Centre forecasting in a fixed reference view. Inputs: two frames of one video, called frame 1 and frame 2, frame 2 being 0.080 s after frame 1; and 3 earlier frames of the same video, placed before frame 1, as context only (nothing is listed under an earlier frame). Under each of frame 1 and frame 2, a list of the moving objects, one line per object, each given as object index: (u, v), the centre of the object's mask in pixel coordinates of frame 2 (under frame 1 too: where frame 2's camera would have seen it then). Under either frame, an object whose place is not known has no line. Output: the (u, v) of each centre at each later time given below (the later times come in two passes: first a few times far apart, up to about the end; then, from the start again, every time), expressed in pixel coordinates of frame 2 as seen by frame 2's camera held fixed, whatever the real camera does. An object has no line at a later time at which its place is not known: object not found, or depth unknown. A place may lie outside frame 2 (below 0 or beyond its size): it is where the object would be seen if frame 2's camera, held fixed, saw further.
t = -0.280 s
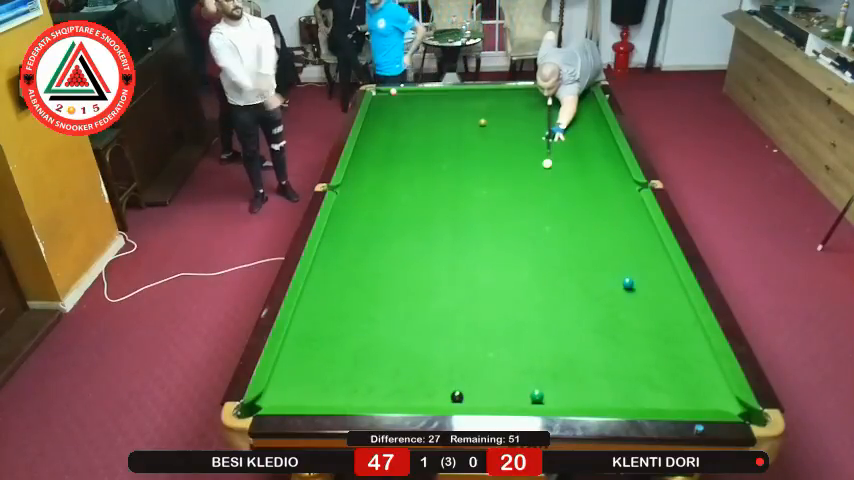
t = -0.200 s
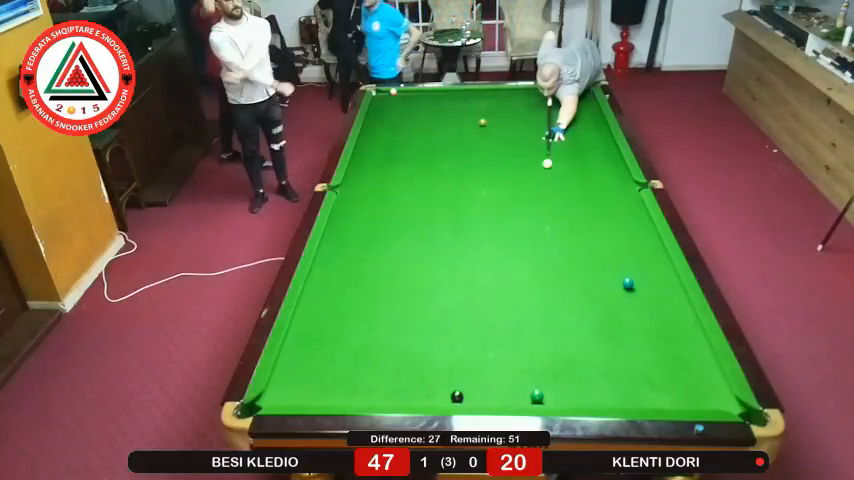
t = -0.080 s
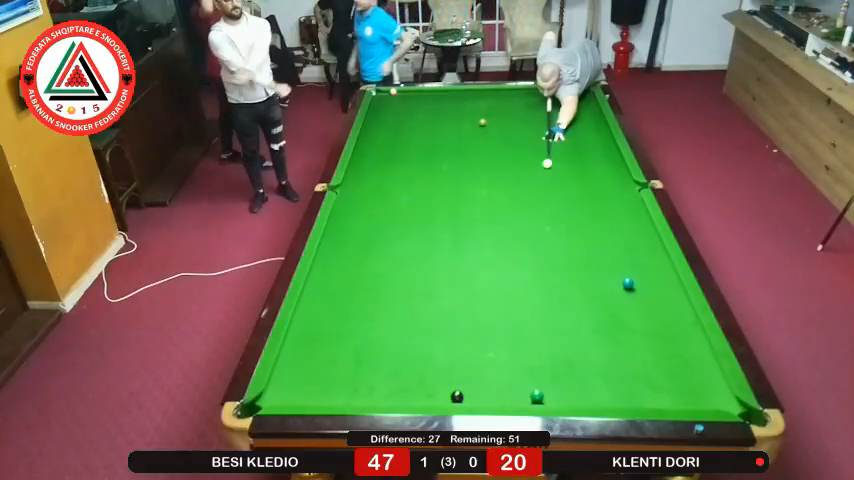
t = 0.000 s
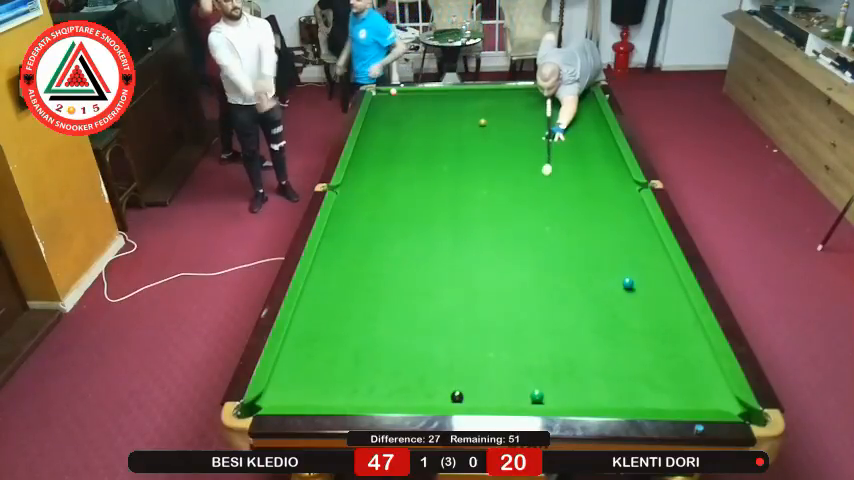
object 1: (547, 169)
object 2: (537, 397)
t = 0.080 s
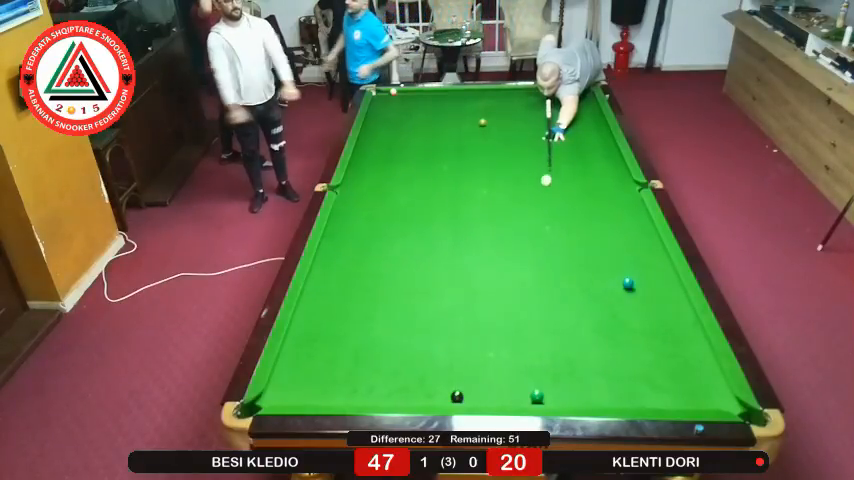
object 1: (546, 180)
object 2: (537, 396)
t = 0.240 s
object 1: (545, 198)
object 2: (537, 396)
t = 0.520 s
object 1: (544, 234)
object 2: (537, 396)
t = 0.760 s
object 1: (544, 269)
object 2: (537, 396)
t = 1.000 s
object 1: (543, 309)
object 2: (537, 396)
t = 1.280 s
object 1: (542, 365)
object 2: (537, 396)
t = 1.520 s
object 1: (558, 397)
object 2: (523, 390)
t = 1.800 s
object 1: (582, 387)
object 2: (503, 359)
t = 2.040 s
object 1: (601, 374)
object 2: (489, 337)
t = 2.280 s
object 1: (618, 362)
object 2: (477, 317)
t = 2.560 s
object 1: (636, 349)
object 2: (463, 297)
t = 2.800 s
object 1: (649, 340)
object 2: (453, 283)
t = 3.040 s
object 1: (662, 331)
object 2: (443, 269)
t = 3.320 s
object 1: (675, 323)
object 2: (434, 256)
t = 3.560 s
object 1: (685, 316)
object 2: (426, 246)
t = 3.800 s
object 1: (686, 312)
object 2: (419, 236)
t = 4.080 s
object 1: (677, 307)
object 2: (412, 227)
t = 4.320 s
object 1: (670, 305)
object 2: (406, 219)
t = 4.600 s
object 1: (664, 303)
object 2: (400, 212)
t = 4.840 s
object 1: (661, 301)
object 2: (395, 206)
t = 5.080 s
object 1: (658, 301)
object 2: (391, 201)
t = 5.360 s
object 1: (657, 301)
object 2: (386, 196)
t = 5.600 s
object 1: (657, 301)
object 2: (383, 192)
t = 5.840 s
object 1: (658, 301)
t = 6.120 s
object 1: (658, 301)
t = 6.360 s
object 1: (658, 301)
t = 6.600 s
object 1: (658, 301)
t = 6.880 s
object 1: (657, 301)
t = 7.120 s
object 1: (658, 301)
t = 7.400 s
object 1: (657, 301)
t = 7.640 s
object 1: (657, 301)
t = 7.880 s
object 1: (657, 300)
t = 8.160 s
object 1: (657, 300)
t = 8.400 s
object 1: (657, 301)
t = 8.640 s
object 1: (657, 301)
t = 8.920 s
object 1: (658, 301)
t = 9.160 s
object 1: (657, 300)
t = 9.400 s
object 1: (657, 301)
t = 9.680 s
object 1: (658, 300)
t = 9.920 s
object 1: (658, 300)
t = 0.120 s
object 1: (546, 185)
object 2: (537, 397)
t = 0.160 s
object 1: (545, 189)
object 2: (537, 396)
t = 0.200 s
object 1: (545, 194)
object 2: (537, 396)
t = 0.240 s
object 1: (545, 198)
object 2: (537, 396)
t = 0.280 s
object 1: (545, 203)
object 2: (537, 396)
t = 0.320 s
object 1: (545, 208)
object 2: (537, 396)
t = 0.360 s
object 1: (545, 213)
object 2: (537, 396)
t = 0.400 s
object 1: (545, 218)
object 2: (537, 396)
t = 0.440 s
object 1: (544, 223)
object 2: (537, 396)
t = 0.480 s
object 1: (544, 228)
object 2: (537, 396)
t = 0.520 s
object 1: (544, 234)
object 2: (537, 396)
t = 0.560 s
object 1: (544, 239)
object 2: (537, 396)
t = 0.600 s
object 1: (544, 245)
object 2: (537, 396)
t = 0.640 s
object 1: (544, 251)
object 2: (537, 397)
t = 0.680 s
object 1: (544, 256)
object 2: (537, 397)
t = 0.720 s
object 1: (544, 262)
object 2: (537, 397)
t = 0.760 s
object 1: (544, 269)
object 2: (537, 396)
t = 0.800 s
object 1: (544, 275)
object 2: (537, 396)
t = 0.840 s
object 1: (543, 282)
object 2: (537, 396)
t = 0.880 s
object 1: (543, 288)
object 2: (537, 396)
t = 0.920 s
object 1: (543, 295)
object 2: (537, 396)
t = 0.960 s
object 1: (543, 302)
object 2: (537, 396)
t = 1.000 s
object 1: (543, 309)
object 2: (537, 396)
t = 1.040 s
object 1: (543, 316)
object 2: (537, 396)
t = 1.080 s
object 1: (543, 324)
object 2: (537, 396)
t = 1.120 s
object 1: (543, 332)
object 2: (537, 396)
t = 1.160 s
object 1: (543, 340)
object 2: (537, 396)
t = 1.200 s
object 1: (542, 348)
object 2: (537, 396)
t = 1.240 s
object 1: (542, 357)
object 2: (537, 396)
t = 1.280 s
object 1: (542, 365)
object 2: (537, 396)
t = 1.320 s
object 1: (542, 374)
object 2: (537, 397)
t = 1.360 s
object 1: (542, 383)
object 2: (537, 397)
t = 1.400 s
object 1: (546, 389)
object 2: (534, 398)
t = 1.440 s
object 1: (550, 392)
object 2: (529, 397)
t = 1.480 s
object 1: (554, 395)
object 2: (526, 394)
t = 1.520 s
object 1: (558, 397)
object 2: (523, 390)
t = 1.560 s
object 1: (562, 400)
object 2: (520, 385)
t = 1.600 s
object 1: (565, 398)
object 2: (517, 380)
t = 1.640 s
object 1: (569, 396)
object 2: (515, 376)
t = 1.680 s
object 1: (572, 394)
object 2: (512, 372)
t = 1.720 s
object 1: (575, 392)
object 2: (509, 367)
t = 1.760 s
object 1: (579, 389)
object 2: (506, 363)
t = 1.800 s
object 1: (582, 387)
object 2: (503, 359)
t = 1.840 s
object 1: (586, 385)
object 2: (501, 355)
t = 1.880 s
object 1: (589, 382)
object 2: (498, 351)
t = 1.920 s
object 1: (592, 380)
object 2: (496, 348)
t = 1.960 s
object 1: (595, 378)
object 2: (494, 344)
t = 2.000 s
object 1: (598, 376)
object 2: (491, 340)
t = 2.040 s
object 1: (601, 374)
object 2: (489, 337)
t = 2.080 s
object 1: (604, 372)
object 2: (487, 333)
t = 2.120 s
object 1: (607, 369)
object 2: (485, 330)
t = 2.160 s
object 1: (610, 367)
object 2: (483, 327)
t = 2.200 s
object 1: (612, 366)
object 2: (480, 323)
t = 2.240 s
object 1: (615, 364)
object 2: (479, 320)
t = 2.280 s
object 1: (618, 362)
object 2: (477, 317)
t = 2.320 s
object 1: (620, 360)
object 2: (475, 314)
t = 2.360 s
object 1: (623, 358)
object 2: (472, 311)
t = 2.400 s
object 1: (626, 356)
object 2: (470, 309)
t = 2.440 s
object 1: (628, 354)
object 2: (469, 306)
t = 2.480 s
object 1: (631, 353)
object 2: (467, 303)
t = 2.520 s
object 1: (633, 351)
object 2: (465, 300)
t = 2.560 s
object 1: (636, 349)
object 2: (463, 297)
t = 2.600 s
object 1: (638, 347)
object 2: (461, 295)
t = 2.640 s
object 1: (640, 346)
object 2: (460, 292)
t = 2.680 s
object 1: (643, 344)
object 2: (458, 290)
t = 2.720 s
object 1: (645, 343)
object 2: (456, 287)
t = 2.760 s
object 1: (647, 341)
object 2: (454, 285)
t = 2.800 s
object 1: (649, 340)
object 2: (453, 283)
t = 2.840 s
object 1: (652, 338)
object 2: (451, 280)
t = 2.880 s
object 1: (654, 337)
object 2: (449, 278)
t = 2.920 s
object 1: (656, 335)
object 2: (448, 276)
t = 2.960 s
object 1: (658, 334)
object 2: (446, 274)
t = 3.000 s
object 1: (660, 333)
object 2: (445, 271)
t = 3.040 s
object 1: (662, 331)
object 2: (443, 269)
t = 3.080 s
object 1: (664, 330)
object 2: (442, 267)
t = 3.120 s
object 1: (666, 329)
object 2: (440, 265)
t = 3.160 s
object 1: (668, 327)
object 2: (439, 264)
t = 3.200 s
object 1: (670, 326)
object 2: (438, 262)
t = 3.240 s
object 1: (672, 325)
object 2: (436, 260)
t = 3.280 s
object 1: (673, 324)
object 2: (435, 258)
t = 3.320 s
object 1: (675, 323)
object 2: (434, 256)
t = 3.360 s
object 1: (677, 321)
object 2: (432, 254)
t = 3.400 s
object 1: (678, 320)
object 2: (431, 253)
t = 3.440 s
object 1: (680, 319)
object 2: (430, 251)
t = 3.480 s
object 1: (681, 318)
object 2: (428, 249)
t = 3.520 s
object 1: (683, 317)
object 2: (427, 247)
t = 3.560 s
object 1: (685, 316)
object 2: (426, 246)
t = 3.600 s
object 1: (686, 315)
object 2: (425, 244)
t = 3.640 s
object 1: (688, 314)
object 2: (424, 242)
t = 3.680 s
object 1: (689, 313)
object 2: (423, 241)
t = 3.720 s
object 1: (689, 313)
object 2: (421, 239)
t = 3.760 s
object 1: (688, 312)
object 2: (420, 238)
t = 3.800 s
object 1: (686, 312)
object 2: (419, 236)
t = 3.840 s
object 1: (685, 311)
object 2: (418, 235)
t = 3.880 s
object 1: (683, 310)
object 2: (417, 233)
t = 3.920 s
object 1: (682, 309)
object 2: (416, 232)
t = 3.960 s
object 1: (680, 309)
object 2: (415, 231)
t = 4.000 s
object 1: (679, 309)
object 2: (414, 229)
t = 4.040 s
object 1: (678, 308)
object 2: (413, 228)
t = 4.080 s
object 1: (677, 307)
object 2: (412, 227)
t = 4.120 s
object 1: (675, 307)
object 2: (411, 226)
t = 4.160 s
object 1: (674, 306)
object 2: (410, 224)
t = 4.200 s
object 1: (673, 306)
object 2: (409, 223)
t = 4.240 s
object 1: (672, 305)
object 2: (408, 222)
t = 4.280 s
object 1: (671, 305)
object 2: (407, 220)
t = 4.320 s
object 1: (670, 305)
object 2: (406, 219)
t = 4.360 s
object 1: (669, 304)
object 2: (405, 218)
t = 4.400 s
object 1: (668, 304)
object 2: (404, 217)
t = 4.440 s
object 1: (667, 304)
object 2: (403, 216)
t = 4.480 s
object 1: (666, 303)
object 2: (402, 215)
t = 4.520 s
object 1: (665, 303)
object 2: (402, 214)
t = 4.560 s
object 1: (665, 303)
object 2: (401, 213)
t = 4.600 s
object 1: (664, 303)
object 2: (400, 212)
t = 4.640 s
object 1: (663, 302)
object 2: (399, 211)
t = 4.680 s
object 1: (663, 302)
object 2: (399, 210)
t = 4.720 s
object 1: (662, 302)
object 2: (397, 209)
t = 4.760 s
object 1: (661, 302)
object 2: (397, 208)
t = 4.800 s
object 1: (661, 301)
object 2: (396, 207)
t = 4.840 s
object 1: (661, 301)
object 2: (395, 206)
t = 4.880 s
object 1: (660, 301)
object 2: (394, 205)
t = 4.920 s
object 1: (660, 301)
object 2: (393, 204)
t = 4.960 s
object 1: (659, 301)
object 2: (393, 203)
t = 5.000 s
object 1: (659, 301)
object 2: (392, 203)
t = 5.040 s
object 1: (658, 301)
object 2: (391, 202)
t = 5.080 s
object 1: (658, 301)
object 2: (391, 201)
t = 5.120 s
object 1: (658, 301)
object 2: (390, 200)
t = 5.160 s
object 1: (658, 301)
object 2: (389, 199)
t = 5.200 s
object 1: (658, 301)
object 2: (389, 199)
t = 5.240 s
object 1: (658, 301)
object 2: (388, 198)
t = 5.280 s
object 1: (657, 301)
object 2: (388, 197)
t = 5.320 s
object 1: (657, 301)
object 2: (387, 196)
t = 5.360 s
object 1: (657, 301)
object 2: (386, 196)
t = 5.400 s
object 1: (657, 301)
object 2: (385, 195)
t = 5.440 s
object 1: (657, 301)
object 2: (385, 194)
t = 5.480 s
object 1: (657, 301)
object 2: (384, 194)
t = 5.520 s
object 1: (657, 301)
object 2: (384, 193)
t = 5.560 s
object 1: (657, 301)
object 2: (384, 193)
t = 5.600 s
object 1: (657, 301)
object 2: (383, 192)
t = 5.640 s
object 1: (657, 301)
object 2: (382, 191)
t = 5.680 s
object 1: (657, 301)
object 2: (382, 191)
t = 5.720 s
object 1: (657, 301)
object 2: (381, 190)
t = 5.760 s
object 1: (658, 301)
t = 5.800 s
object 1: (658, 301)
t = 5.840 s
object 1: (658, 301)
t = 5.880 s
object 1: (658, 301)
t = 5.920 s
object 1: (658, 301)
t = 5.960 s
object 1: (658, 301)
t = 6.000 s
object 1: (658, 301)
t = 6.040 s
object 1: (658, 301)
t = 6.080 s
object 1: (658, 301)
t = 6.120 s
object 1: (658, 301)
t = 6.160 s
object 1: (658, 301)
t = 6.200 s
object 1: (658, 301)
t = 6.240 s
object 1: (658, 301)
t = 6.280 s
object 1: (658, 301)
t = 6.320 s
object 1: (658, 301)
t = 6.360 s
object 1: (658, 301)
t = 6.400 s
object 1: (658, 301)
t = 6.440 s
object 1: (658, 301)
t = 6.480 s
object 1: (658, 301)
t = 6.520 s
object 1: (658, 301)
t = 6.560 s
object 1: (658, 301)
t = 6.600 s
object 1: (658, 301)
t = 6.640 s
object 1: (658, 301)
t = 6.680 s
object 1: (658, 301)
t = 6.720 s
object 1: (657, 301)
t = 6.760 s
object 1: (657, 301)
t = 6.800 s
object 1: (658, 301)
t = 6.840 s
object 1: (657, 301)
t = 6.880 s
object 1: (657, 301)
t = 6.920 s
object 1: (658, 301)
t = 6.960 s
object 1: (657, 301)
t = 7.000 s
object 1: (658, 301)
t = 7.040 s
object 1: (658, 301)
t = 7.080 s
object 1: (658, 301)
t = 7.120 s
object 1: (658, 301)
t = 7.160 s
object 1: (658, 301)
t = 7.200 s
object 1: (657, 301)
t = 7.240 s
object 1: (658, 301)
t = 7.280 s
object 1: (658, 301)
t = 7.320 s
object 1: (657, 301)
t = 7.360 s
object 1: (657, 301)
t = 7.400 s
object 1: (657, 301)
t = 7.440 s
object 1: (658, 301)
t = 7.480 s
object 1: (658, 301)
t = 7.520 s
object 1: (658, 301)
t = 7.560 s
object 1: (657, 301)
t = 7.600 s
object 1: (657, 301)
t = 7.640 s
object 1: (657, 301)
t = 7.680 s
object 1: (657, 300)
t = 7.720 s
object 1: (657, 300)
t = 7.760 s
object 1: (657, 300)
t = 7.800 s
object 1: (657, 300)
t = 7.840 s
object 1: (657, 300)
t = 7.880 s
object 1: (657, 300)
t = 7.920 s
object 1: (657, 300)
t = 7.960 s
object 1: (657, 300)
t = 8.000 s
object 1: (657, 300)
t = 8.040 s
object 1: (657, 300)
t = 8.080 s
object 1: (657, 300)
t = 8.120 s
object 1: (657, 300)
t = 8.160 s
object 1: (657, 300)
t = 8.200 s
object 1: (657, 300)
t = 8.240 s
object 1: (657, 301)
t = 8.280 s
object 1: (657, 300)
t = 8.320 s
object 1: (657, 301)
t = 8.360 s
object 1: (657, 300)
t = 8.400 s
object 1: (657, 301)
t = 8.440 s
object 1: (657, 301)
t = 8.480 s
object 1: (658, 301)
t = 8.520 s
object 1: (657, 300)
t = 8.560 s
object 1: (657, 301)
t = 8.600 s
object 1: (657, 301)
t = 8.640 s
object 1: (657, 301)
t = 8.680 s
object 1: (657, 301)
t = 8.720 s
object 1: (657, 301)
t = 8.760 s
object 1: (657, 301)
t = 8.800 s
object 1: (657, 301)
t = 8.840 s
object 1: (657, 301)
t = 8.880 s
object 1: (658, 301)
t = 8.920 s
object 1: (658, 301)
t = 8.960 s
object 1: (658, 301)
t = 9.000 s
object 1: (658, 301)
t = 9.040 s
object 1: (658, 301)
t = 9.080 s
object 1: (657, 301)
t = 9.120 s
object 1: (657, 300)
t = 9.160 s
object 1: (657, 300)
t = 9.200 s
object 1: (657, 301)
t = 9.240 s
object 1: (657, 300)
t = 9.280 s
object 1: (657, 300)
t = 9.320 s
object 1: (657, 301)
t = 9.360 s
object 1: (657, 301)
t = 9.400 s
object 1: (657, 301)
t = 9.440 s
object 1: (657, 301)
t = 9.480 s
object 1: (658, 301)
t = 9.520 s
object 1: (658, 300)
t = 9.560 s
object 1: (658, 300)
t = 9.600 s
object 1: (658, 300)
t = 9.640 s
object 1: (658, 300)
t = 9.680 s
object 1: (658, 300)
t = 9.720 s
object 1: (658, 300)
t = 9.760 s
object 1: (658, 300)
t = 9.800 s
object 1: (658, 300)
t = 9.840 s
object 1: (657, 300)
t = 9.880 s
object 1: (657, 300)
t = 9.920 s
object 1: (658, 300)
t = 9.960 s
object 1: (658, 300)
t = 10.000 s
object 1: (658, 300)
